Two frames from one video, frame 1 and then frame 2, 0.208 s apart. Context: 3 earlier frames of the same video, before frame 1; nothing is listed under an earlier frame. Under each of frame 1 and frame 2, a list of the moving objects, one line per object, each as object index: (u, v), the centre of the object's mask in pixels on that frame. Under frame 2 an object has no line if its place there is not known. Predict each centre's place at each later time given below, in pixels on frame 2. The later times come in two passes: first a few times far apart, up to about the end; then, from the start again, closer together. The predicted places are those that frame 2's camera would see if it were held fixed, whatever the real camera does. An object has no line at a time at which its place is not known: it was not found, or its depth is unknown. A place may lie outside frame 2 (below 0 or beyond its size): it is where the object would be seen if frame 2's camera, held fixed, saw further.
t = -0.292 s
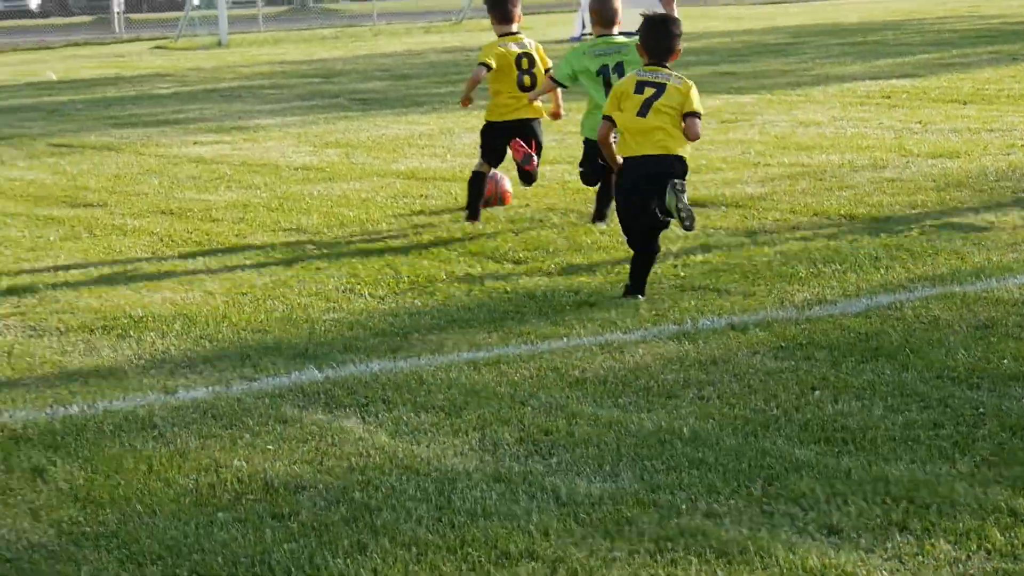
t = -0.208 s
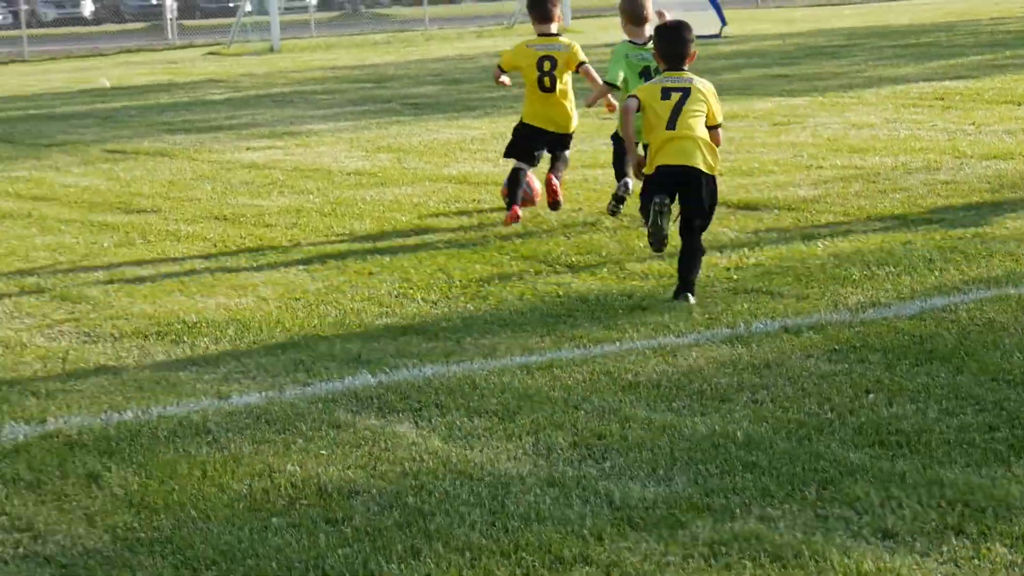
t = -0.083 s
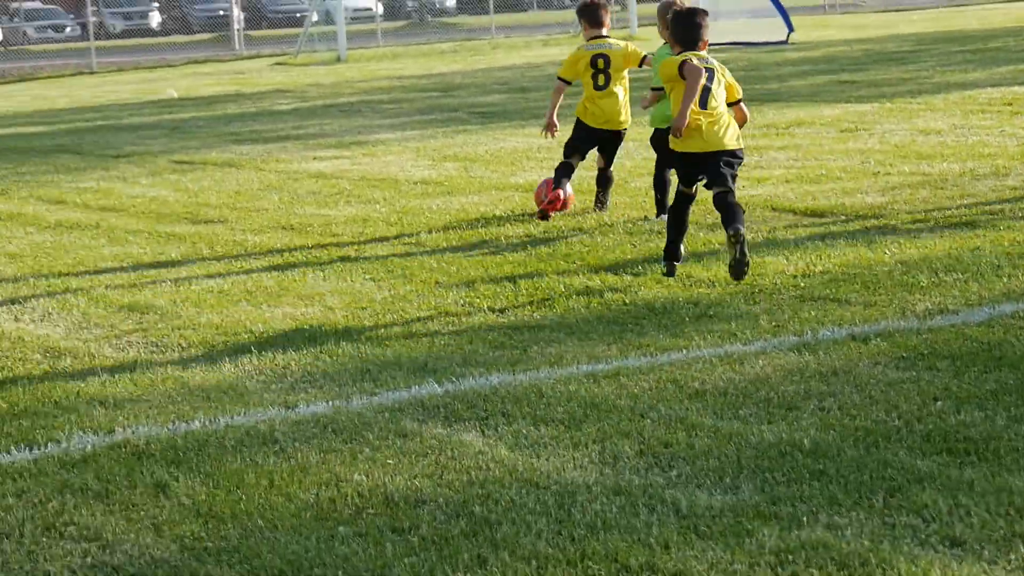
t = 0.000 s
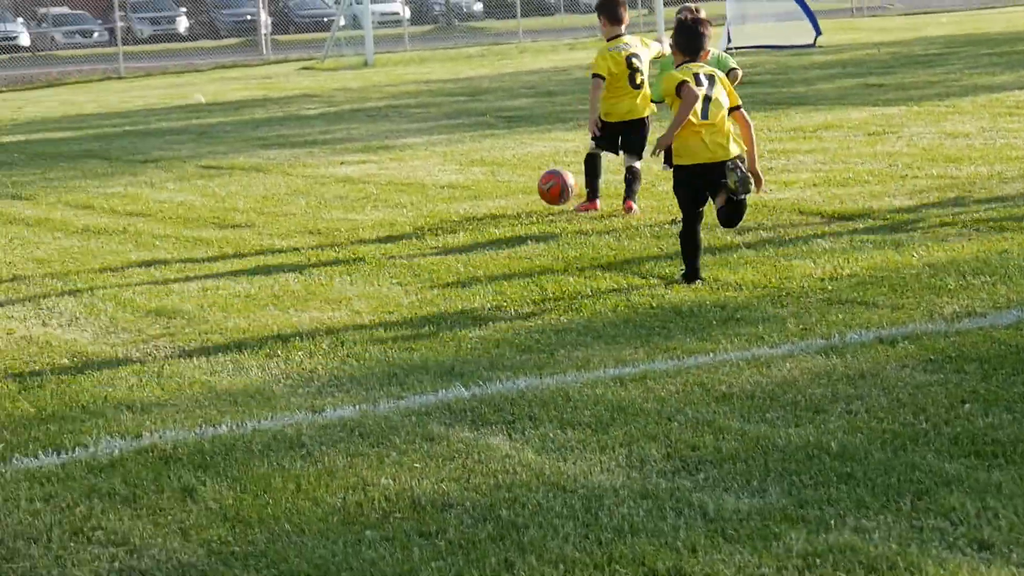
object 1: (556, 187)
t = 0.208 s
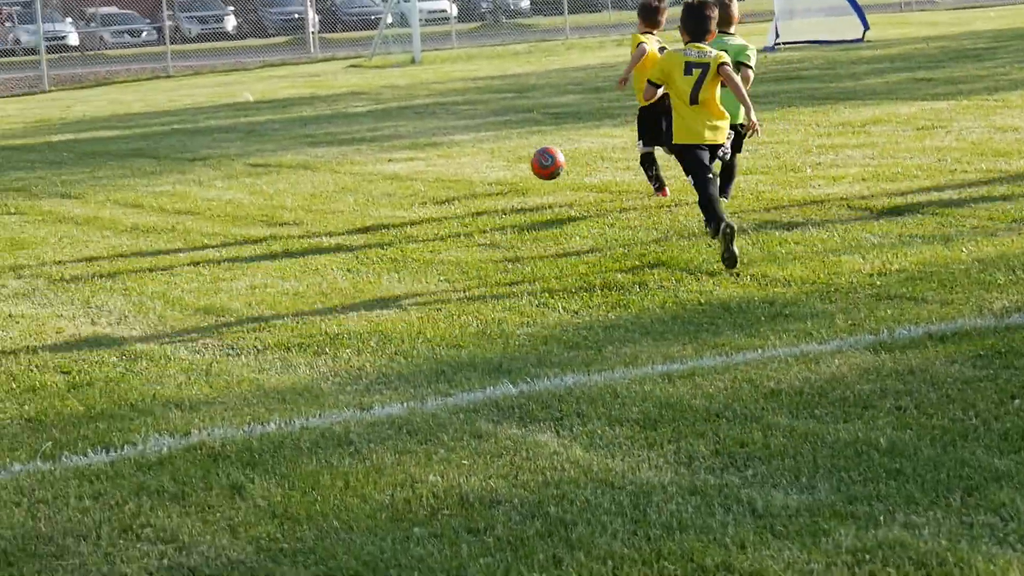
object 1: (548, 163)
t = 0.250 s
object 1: (540, 168)
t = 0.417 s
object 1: (514, 156)
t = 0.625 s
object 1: (482, 152)
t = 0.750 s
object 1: (475, 142)
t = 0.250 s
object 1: (540, 168)
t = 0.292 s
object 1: (536, 169)
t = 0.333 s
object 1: (527, 165)
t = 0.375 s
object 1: (523, 162)
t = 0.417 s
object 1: (514, 156)
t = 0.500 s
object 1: (500, 148)
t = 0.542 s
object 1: (495, 148)
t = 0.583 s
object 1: (486, 151)
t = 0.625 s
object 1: (482, 152)
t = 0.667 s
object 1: (479, 149)
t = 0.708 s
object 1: (477, 143)
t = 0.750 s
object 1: (475, 142)
